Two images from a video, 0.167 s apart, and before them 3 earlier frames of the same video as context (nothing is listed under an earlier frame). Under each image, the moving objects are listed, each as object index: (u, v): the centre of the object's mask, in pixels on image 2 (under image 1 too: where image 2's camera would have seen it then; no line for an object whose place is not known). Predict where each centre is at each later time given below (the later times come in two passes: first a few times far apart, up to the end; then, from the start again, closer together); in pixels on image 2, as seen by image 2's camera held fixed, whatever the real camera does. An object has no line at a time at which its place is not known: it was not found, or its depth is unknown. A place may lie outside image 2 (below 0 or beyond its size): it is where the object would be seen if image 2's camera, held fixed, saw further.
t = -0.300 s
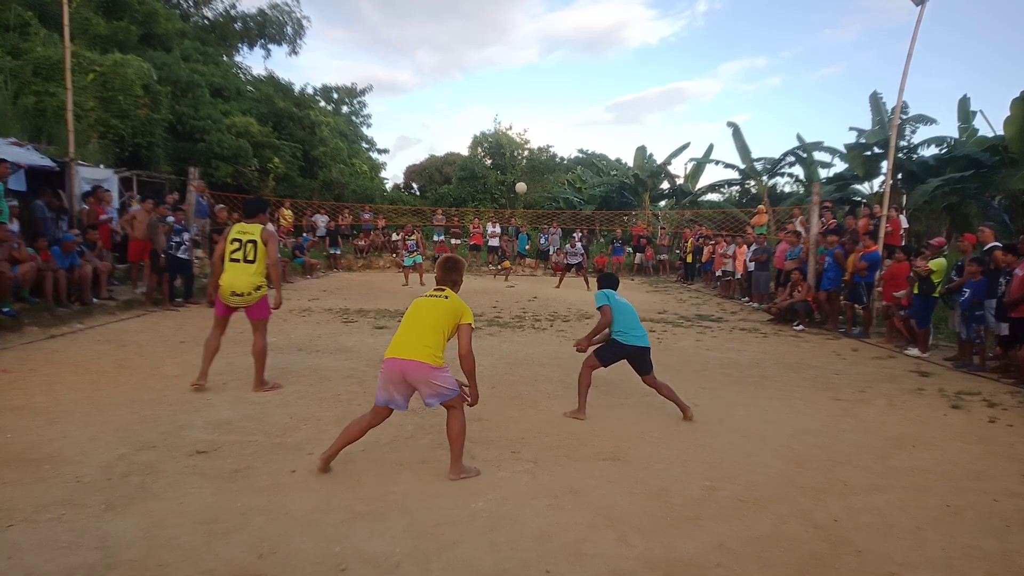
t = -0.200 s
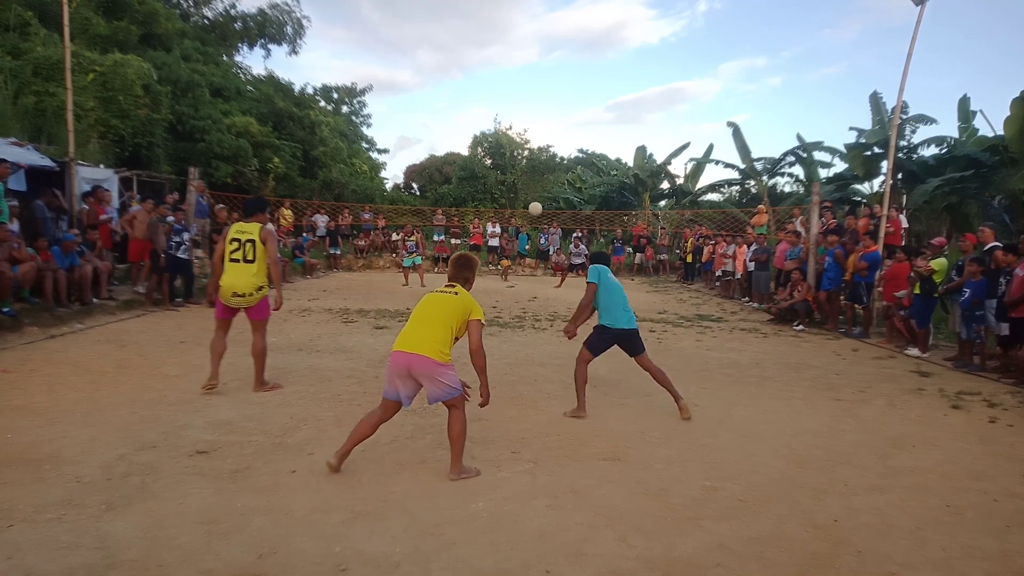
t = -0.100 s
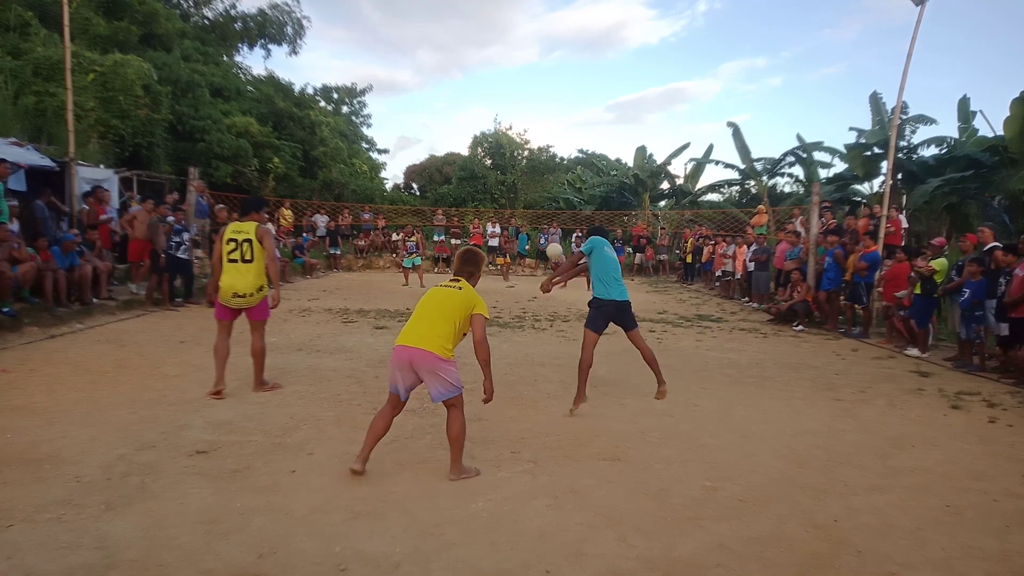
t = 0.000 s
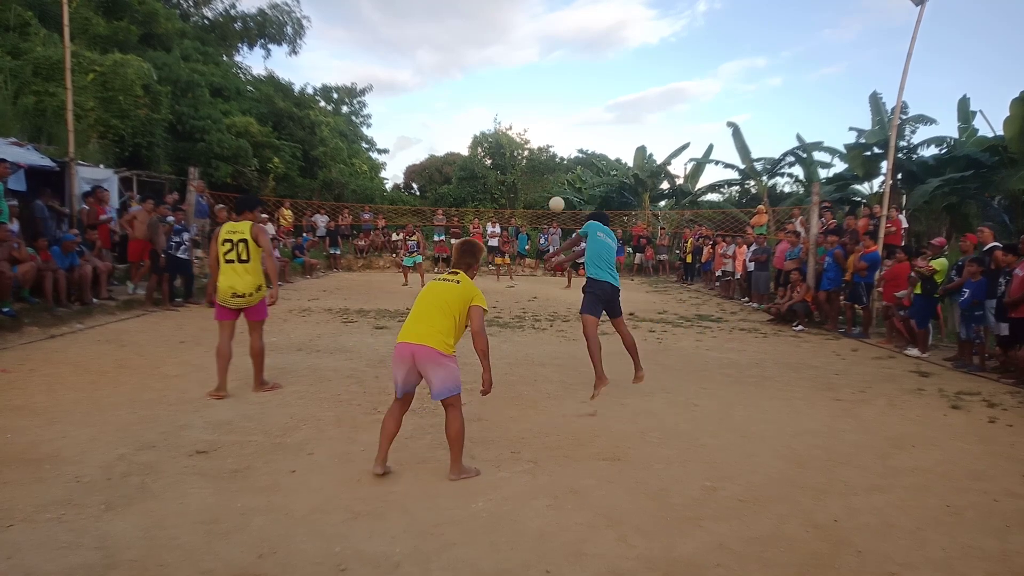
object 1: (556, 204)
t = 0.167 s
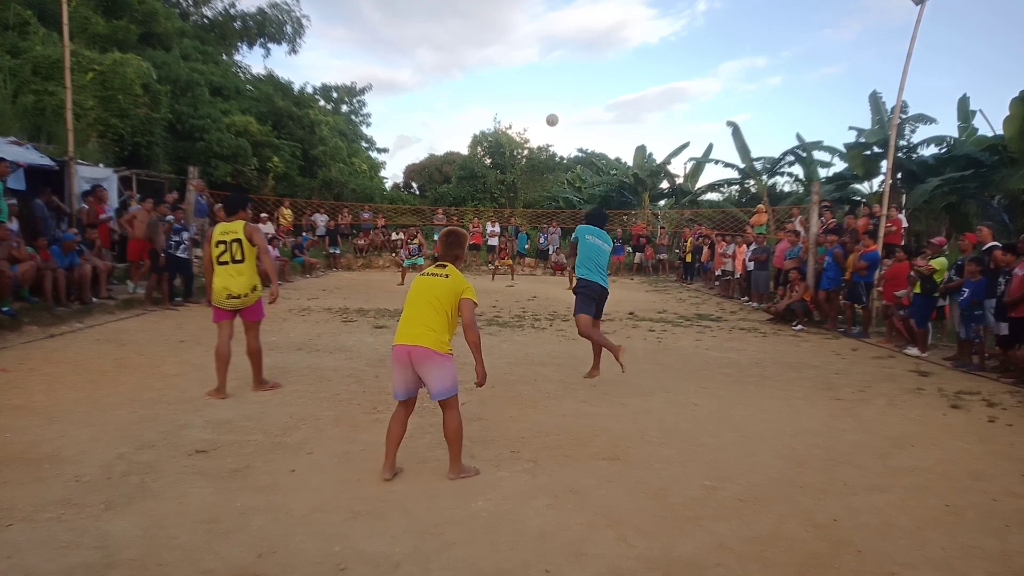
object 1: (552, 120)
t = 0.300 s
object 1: (549, 85)
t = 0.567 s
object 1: (547, 69)
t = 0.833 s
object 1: (544, 93)
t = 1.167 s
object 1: (545, 154)
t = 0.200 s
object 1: (551, 109)
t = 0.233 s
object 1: (550, 100)
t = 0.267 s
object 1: (550, 91)
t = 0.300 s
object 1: (549, 85)
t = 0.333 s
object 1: (549, 80)
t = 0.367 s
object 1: (549, 75)
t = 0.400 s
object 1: (548, 72)
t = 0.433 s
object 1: (548, 70)
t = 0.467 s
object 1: (548, 69)
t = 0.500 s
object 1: (548, 68)
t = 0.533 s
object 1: (547, 68)
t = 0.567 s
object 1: (547, 69)
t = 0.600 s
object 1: (547, 70)
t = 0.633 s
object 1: (546, 73)
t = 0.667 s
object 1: (546, 75)
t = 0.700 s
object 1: (546, 78)
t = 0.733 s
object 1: (545, 81)
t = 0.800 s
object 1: (544, 88)
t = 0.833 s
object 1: (544, 93)
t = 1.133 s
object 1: (545, 148)
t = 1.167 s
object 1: (545, 154)
